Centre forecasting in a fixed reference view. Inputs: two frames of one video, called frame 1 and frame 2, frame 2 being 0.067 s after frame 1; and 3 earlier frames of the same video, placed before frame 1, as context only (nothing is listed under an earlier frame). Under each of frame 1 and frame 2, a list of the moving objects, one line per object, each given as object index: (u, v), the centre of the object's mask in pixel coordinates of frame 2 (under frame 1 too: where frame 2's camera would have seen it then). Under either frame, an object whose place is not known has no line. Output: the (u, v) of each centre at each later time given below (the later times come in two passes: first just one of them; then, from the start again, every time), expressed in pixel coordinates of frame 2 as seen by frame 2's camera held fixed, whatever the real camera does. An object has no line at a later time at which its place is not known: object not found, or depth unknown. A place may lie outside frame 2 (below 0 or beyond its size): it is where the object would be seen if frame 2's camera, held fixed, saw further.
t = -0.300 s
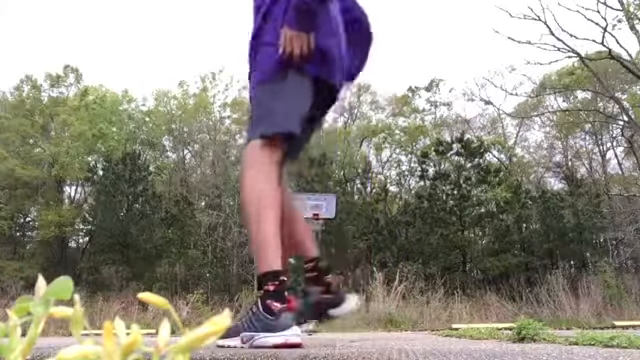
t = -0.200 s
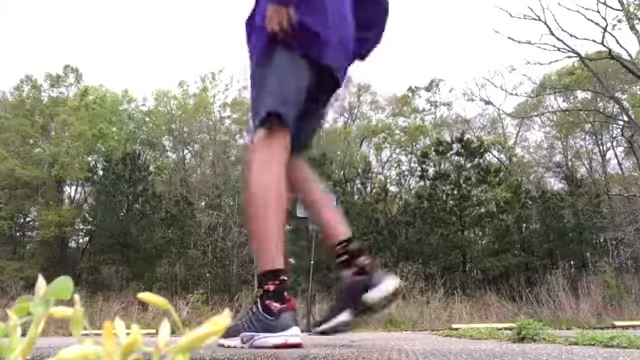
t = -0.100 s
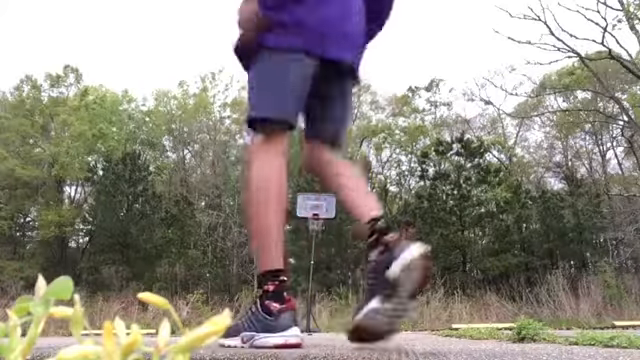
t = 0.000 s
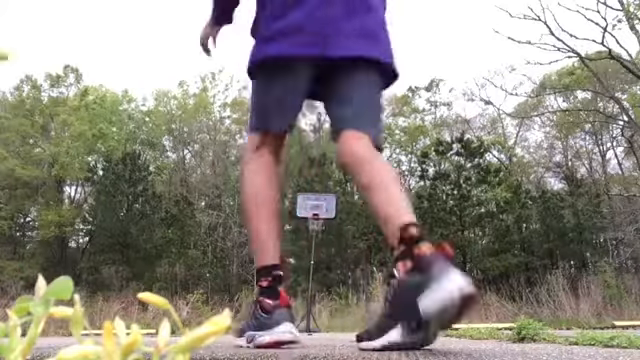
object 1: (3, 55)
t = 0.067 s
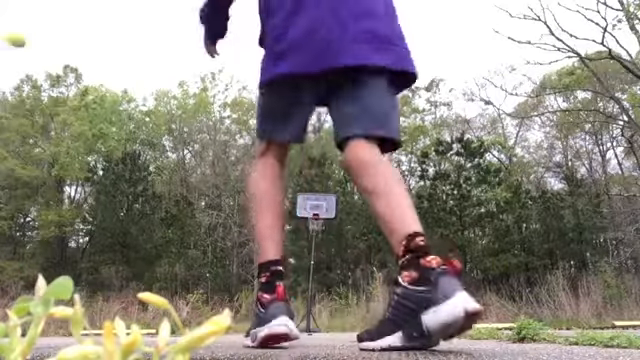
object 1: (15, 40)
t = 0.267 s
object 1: (74, 18)
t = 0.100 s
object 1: (24, 34)
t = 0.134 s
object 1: (33, 29)
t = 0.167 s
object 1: (44, 25)
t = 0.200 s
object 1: (54, 22)
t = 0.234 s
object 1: (64, 20)
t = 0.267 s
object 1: (74, 18)
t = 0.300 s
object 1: (86, 18)
